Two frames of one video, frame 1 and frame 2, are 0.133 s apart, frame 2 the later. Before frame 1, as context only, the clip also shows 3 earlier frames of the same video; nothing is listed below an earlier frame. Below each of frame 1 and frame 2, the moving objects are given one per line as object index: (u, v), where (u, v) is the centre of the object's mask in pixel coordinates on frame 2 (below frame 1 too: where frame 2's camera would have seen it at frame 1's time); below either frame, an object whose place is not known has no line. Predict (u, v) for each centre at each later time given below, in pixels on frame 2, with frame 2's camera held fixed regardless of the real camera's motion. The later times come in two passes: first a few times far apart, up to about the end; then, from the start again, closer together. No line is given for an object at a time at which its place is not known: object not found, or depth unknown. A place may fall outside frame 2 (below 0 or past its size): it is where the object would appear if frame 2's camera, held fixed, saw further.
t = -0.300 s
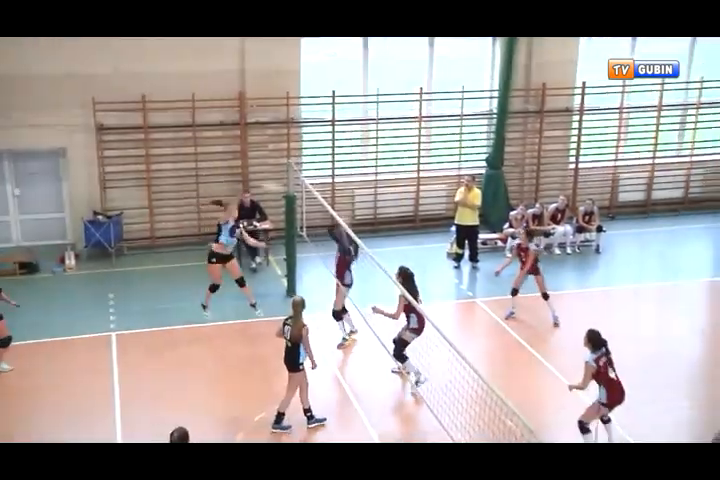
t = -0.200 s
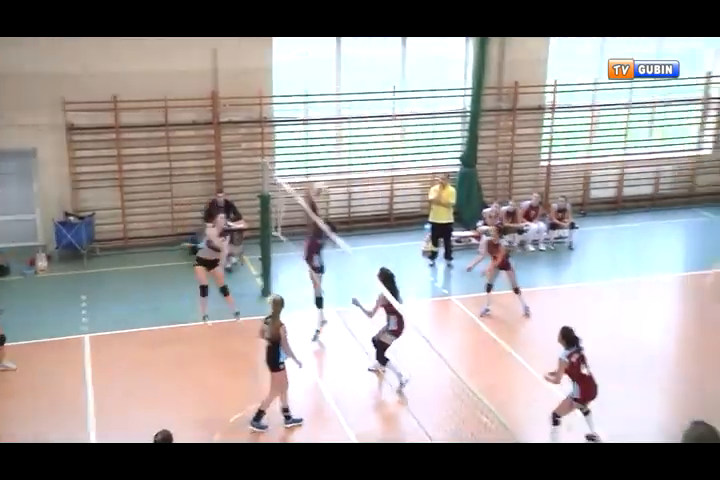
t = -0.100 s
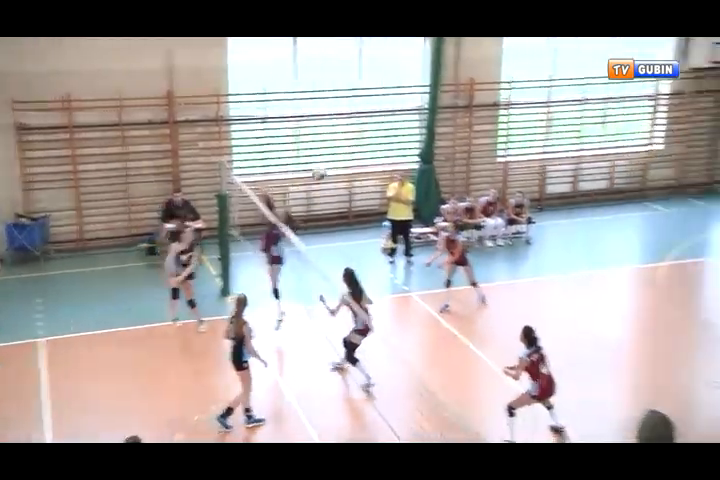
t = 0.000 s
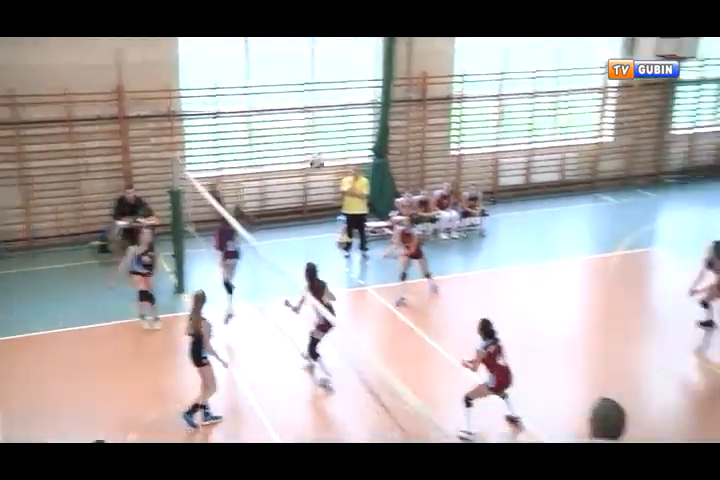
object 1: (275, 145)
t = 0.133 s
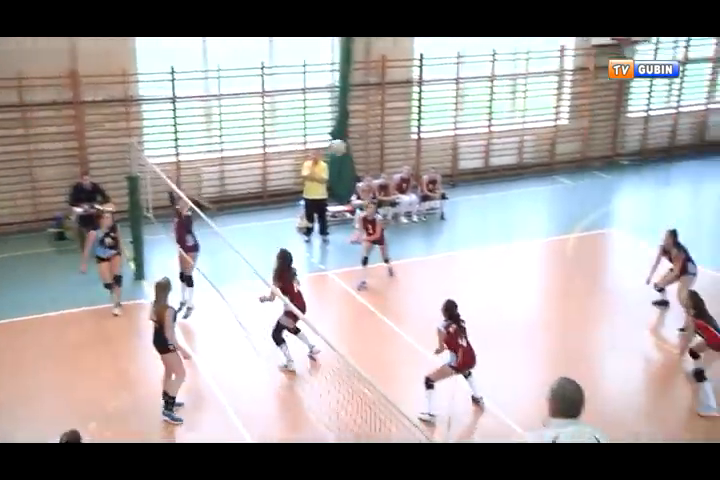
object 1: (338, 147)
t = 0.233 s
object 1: (383, 157)
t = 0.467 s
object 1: (497, 218)
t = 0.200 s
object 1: (367, 150)
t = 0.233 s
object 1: (383, 157)
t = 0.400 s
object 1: (464, 195)
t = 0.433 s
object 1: (481, 207)
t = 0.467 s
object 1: (497, 218)
